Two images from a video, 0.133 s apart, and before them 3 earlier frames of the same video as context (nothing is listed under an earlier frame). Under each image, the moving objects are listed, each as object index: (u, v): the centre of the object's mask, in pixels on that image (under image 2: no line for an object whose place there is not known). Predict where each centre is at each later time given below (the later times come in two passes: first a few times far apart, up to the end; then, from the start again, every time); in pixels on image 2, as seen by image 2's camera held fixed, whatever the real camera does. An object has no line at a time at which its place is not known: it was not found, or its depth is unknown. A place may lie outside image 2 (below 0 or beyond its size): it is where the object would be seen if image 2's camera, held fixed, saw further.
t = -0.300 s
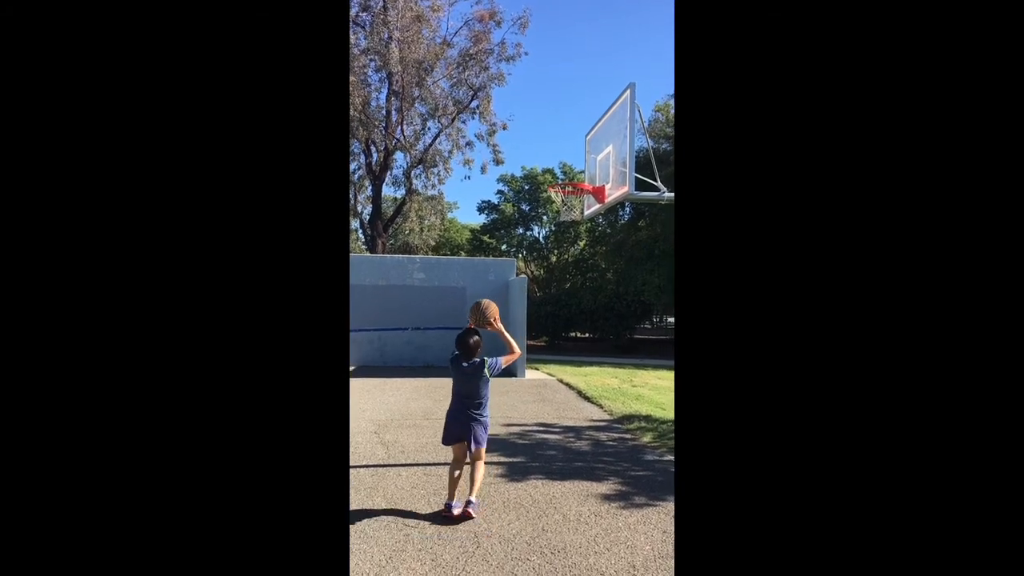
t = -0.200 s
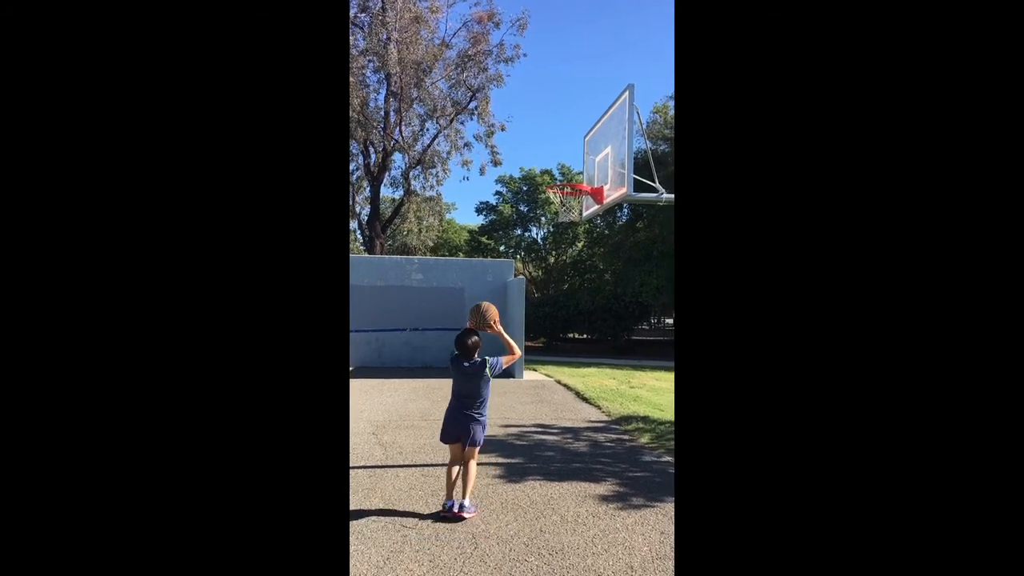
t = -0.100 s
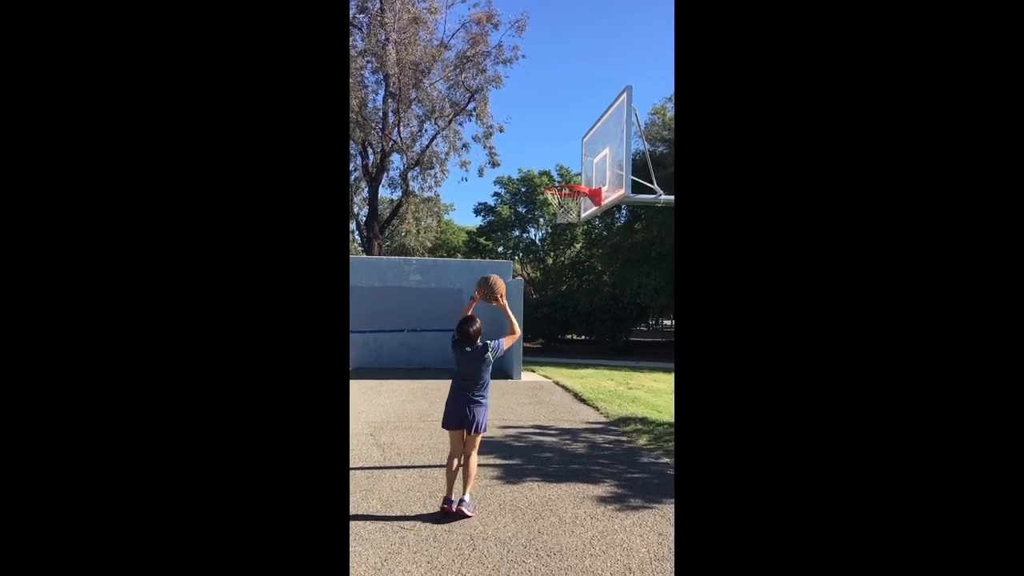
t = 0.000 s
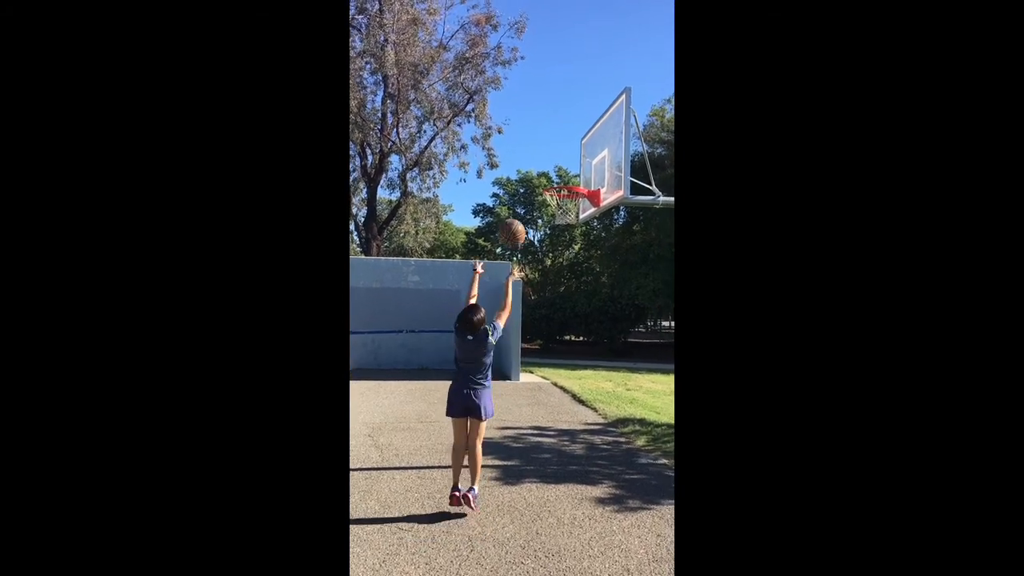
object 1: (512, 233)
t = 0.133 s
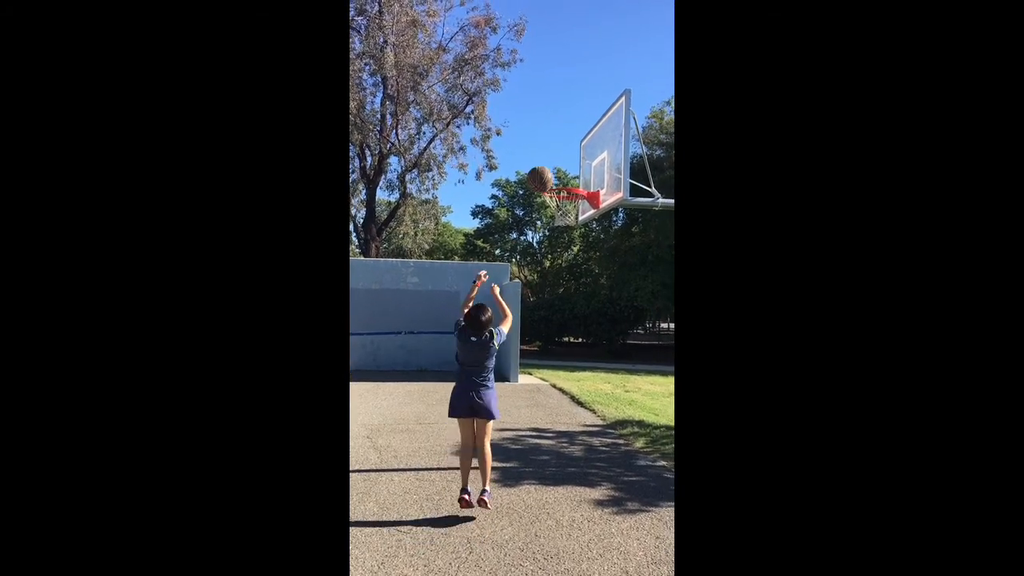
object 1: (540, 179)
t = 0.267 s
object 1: (565, 148)
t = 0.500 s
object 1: (602, 140)
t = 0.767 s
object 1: (562, 178)
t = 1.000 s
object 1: (537, 161)
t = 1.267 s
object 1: (507, 201)
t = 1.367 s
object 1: (495, 234)
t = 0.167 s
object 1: (546, 169)
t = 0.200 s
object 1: (553, 161)
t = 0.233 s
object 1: (559, 154)
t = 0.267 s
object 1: (565, 148)
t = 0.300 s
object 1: (571, 143)
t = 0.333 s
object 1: (576, 140)
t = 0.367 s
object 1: (582, 138)
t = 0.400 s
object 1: (587, 137)
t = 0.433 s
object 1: (592, 137)
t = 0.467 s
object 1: (598, 138)
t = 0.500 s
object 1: (602, 140)
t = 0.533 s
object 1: (598, 141)
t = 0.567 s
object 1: (593, 144)
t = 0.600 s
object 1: (587, 147)
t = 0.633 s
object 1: (583, 151)
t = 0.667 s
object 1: (577, 157)
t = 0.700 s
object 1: (572, 164)
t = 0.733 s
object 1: (567, 171)
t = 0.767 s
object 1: (562, 178)
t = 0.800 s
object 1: (559, 173)
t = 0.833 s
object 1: (555, 168)
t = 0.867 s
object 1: (552, 165)
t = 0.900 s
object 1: (548, 163)
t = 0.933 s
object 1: (545, 161)
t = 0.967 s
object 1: (541, 160)
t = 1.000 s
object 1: (537, 161)
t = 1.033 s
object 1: (534, 162)
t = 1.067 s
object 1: (530, 164)
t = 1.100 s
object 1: (526, 168)
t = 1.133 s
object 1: (522, 173)
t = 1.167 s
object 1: (519, 178)
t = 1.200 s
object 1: (515, 185)
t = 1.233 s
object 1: (511, 193)
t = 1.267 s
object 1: (507, 201)
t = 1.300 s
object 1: (503, 212)
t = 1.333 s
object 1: (499, 222)
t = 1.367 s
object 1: (495, 234)
